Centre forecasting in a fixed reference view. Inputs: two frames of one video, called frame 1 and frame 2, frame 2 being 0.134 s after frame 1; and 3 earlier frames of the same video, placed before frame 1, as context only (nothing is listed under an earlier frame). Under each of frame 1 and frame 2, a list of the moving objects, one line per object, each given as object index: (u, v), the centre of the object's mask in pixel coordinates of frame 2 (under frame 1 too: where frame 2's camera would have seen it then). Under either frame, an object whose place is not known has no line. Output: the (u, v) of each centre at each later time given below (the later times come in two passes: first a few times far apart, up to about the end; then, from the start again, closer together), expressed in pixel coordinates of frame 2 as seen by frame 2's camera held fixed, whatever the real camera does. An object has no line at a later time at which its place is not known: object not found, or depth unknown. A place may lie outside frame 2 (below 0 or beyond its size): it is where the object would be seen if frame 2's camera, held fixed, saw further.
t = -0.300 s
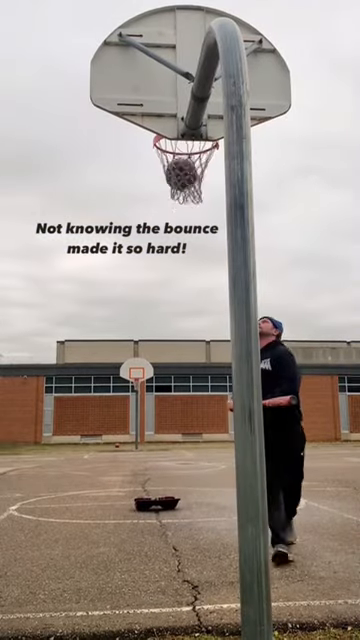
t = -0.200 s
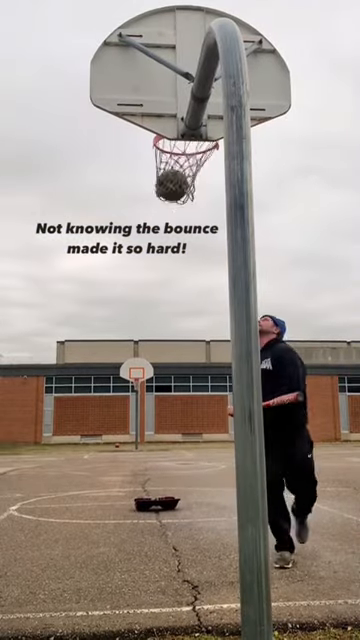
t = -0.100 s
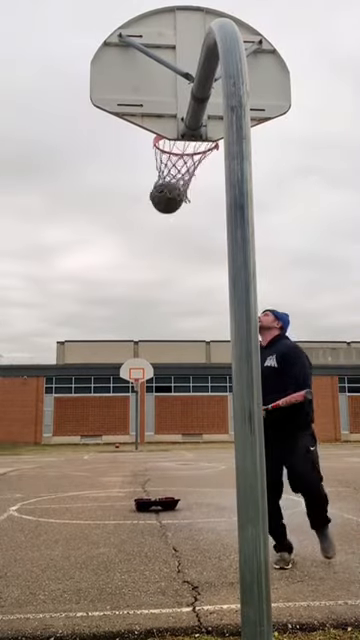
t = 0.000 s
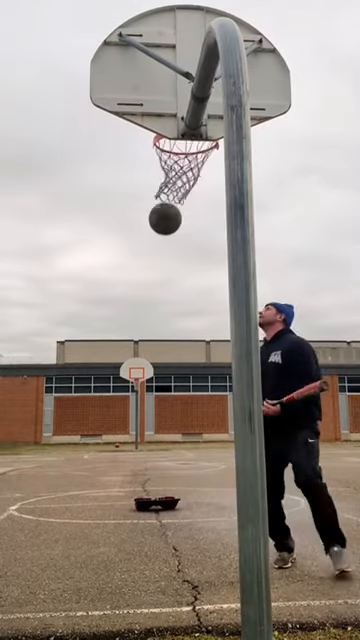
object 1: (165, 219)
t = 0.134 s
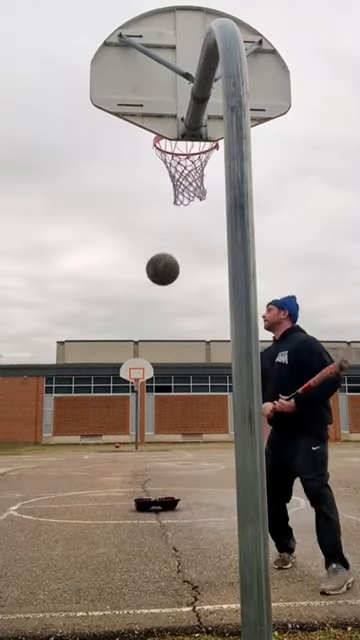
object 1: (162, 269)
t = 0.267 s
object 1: (160, 347)
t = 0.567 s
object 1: (159, 502)
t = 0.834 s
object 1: (170, 339)
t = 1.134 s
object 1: (184, 289)
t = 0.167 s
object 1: (162, 285)
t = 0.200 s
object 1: (161, 304)
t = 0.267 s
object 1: (160, 347)
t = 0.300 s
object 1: (159, 371)
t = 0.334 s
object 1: (160, 398)
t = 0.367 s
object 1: (160, 426)
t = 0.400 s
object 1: (157, 457)
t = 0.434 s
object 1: (158, 494)
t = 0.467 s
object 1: (156, 527)
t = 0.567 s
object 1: (159, 502)
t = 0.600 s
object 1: (160, 476)
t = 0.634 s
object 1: (162, 449)
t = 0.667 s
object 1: (163, 427)
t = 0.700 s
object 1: (164, 406)
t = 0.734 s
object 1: (166, 386)
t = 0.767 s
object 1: (167, 369)
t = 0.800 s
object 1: (168, 353)
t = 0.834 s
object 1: (170, 339)
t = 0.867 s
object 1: (171, 327)
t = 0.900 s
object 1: (173, 316)
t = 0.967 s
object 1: (176, 300)
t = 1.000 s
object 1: (177, 295)
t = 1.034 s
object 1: (179, 291)
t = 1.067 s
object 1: (180, 289)
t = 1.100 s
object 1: (182, 288)
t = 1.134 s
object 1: (184, 289)
